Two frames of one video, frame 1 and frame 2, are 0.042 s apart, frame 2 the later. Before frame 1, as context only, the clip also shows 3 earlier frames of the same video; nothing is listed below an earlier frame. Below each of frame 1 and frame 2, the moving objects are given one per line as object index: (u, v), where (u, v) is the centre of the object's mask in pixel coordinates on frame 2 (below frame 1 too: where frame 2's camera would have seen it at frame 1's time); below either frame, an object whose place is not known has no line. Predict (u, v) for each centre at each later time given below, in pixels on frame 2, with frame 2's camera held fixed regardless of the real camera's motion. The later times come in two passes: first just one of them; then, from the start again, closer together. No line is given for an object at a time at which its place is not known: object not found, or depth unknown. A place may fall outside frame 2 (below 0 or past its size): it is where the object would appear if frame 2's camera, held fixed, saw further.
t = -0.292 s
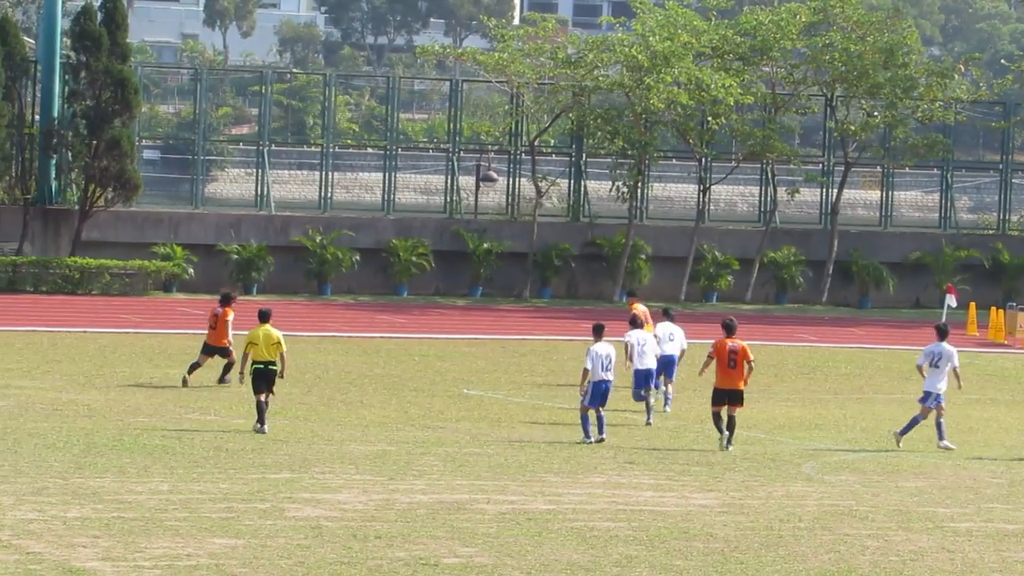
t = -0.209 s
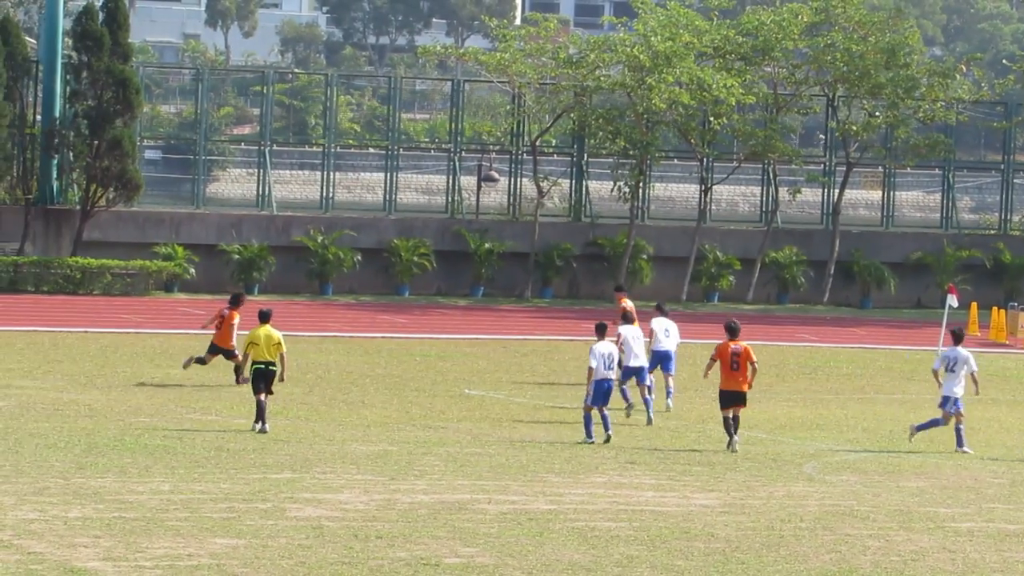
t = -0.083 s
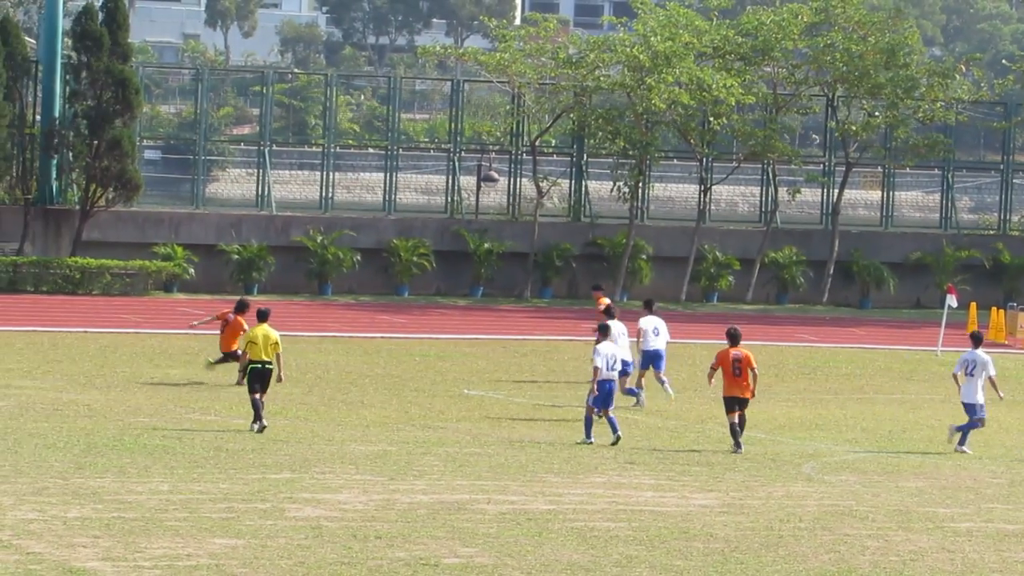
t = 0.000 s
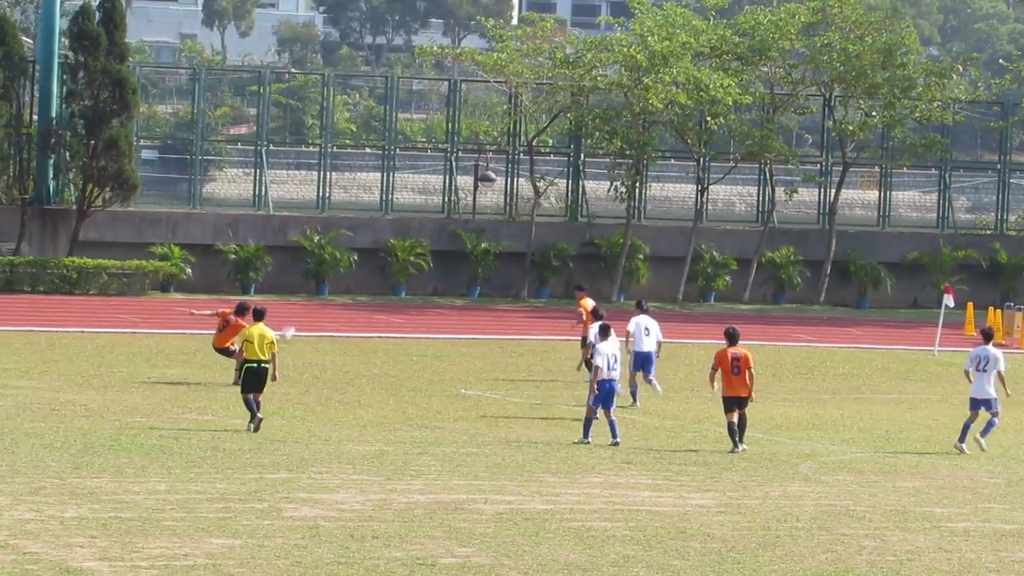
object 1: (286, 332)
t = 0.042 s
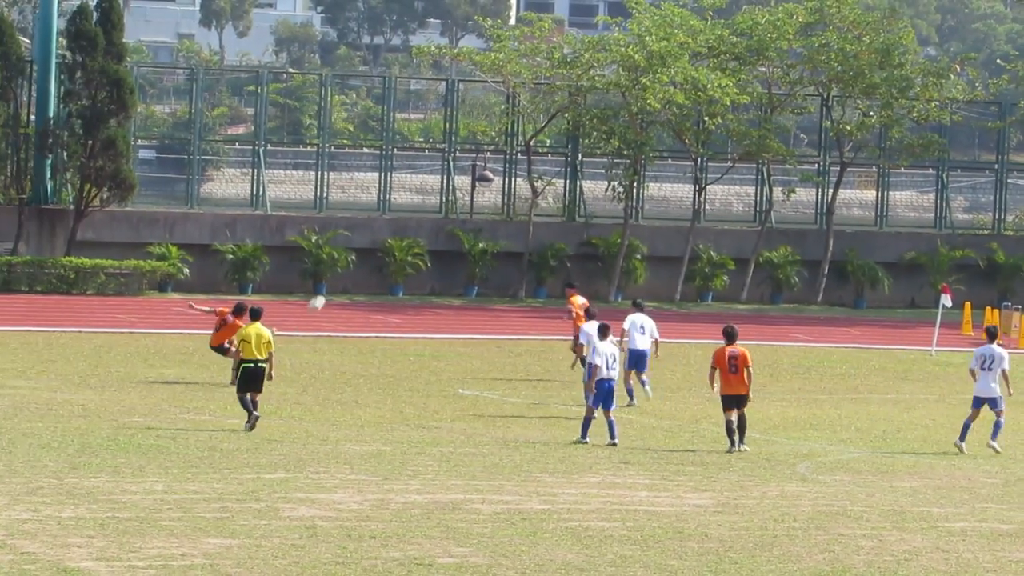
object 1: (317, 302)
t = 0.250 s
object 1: (471, 164)
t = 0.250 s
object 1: (471, 164)
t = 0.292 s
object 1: (502, 139)
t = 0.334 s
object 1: (533, 114)
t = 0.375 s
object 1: (563, 92)
